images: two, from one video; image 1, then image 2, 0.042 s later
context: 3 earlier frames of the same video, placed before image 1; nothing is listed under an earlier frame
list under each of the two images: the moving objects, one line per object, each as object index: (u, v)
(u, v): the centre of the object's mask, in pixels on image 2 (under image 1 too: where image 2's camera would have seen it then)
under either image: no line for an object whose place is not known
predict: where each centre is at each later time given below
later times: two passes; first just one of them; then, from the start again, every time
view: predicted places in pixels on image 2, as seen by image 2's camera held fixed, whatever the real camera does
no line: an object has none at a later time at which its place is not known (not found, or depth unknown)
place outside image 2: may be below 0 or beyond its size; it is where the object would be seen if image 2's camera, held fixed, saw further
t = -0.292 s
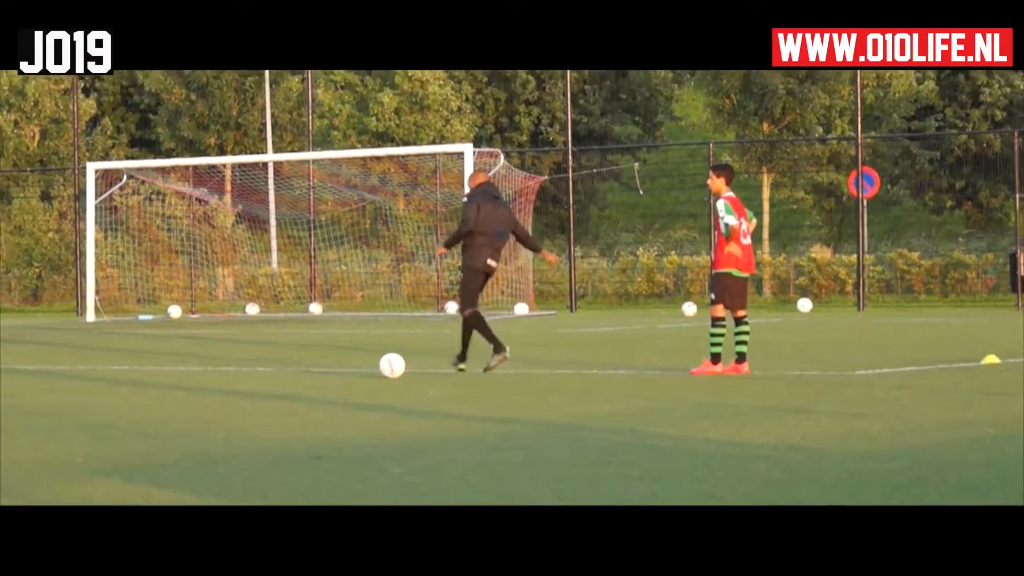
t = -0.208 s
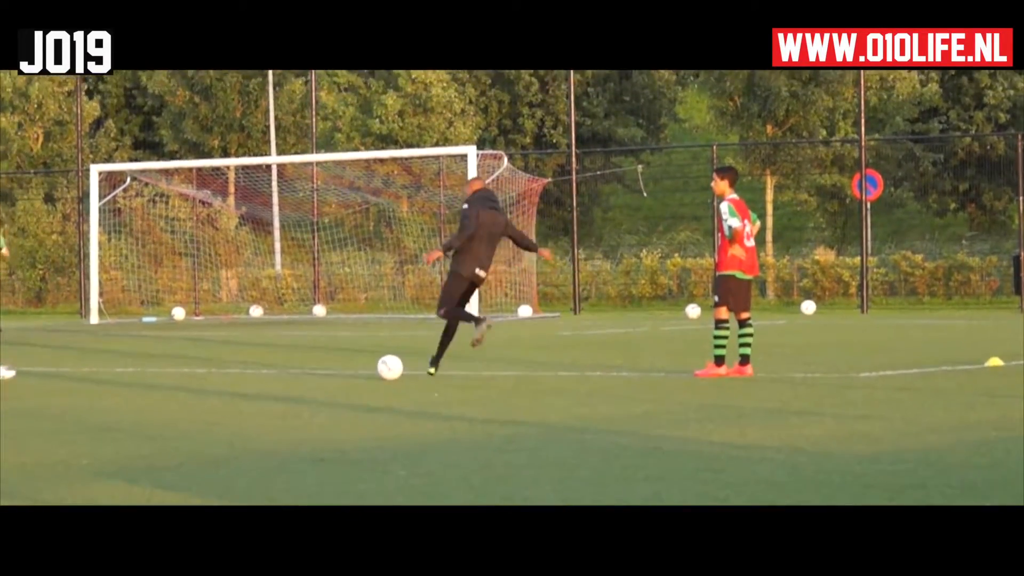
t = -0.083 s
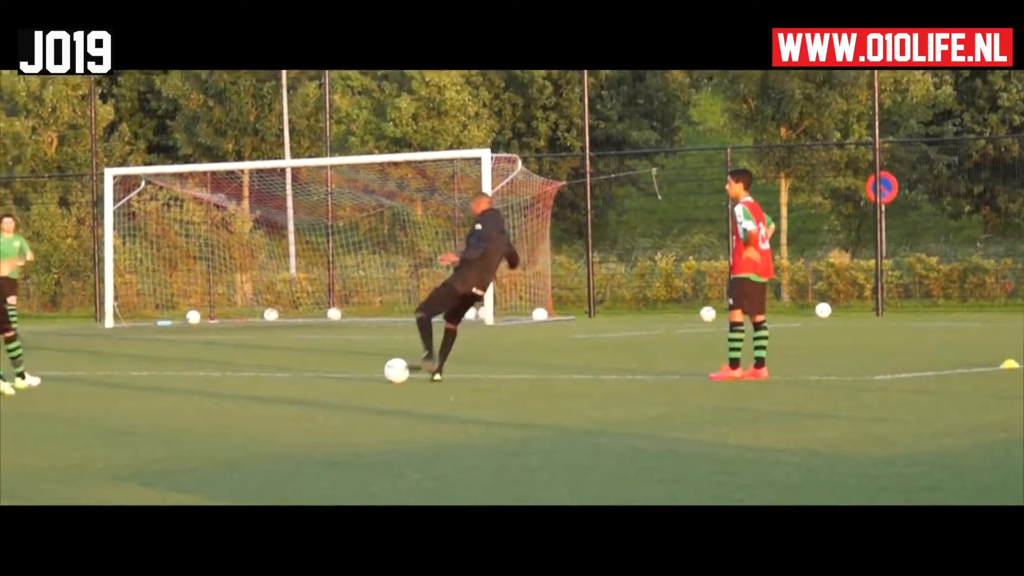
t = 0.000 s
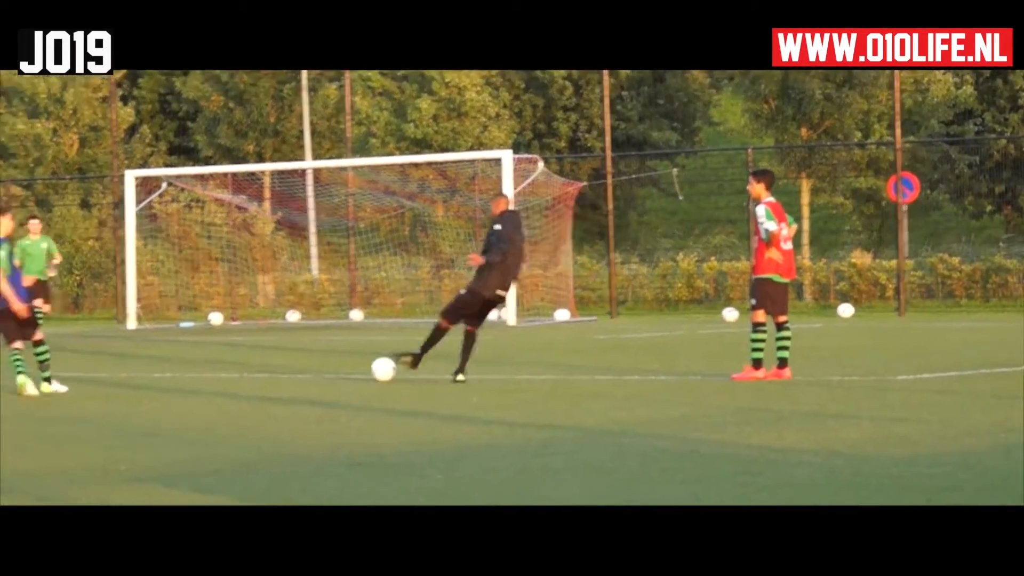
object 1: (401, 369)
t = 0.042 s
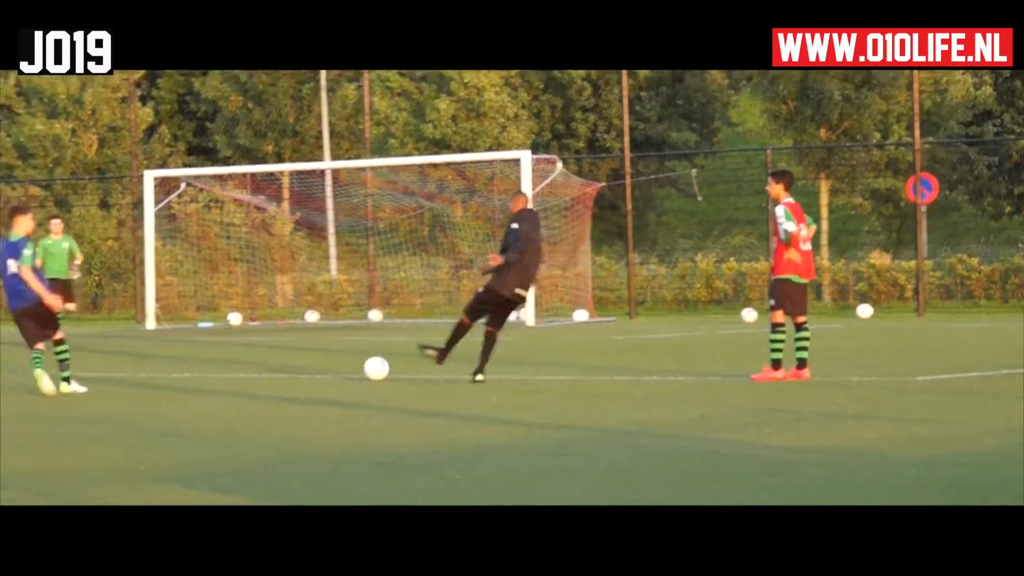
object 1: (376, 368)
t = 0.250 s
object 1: (275, 360)
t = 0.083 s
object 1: (353, 367)
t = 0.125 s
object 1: (331, 364)
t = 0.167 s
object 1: (311, 363)
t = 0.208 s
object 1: (291, 362)
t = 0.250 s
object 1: (275, 360)
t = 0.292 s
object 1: (259, 359)
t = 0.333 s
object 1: (243, 359)
